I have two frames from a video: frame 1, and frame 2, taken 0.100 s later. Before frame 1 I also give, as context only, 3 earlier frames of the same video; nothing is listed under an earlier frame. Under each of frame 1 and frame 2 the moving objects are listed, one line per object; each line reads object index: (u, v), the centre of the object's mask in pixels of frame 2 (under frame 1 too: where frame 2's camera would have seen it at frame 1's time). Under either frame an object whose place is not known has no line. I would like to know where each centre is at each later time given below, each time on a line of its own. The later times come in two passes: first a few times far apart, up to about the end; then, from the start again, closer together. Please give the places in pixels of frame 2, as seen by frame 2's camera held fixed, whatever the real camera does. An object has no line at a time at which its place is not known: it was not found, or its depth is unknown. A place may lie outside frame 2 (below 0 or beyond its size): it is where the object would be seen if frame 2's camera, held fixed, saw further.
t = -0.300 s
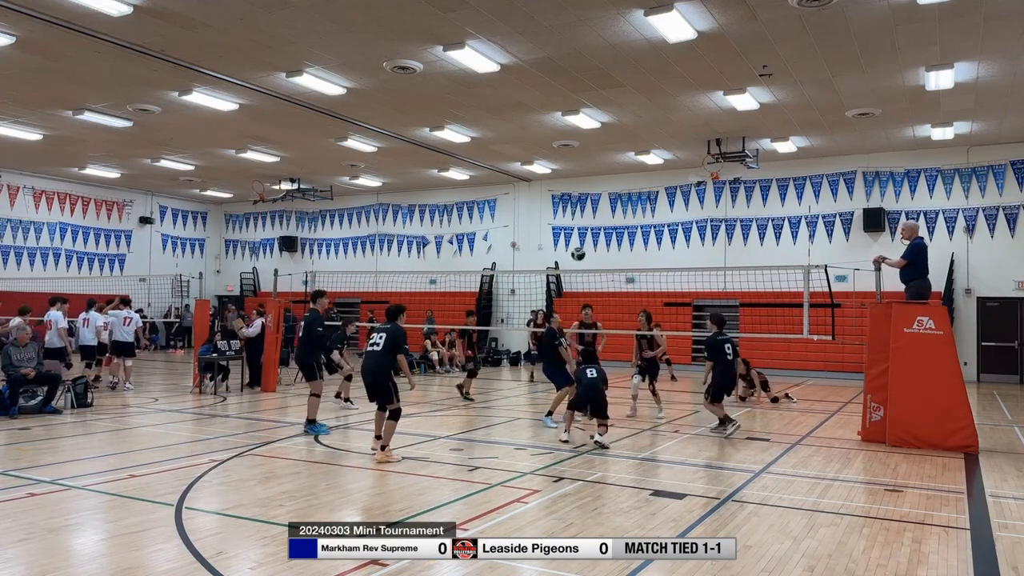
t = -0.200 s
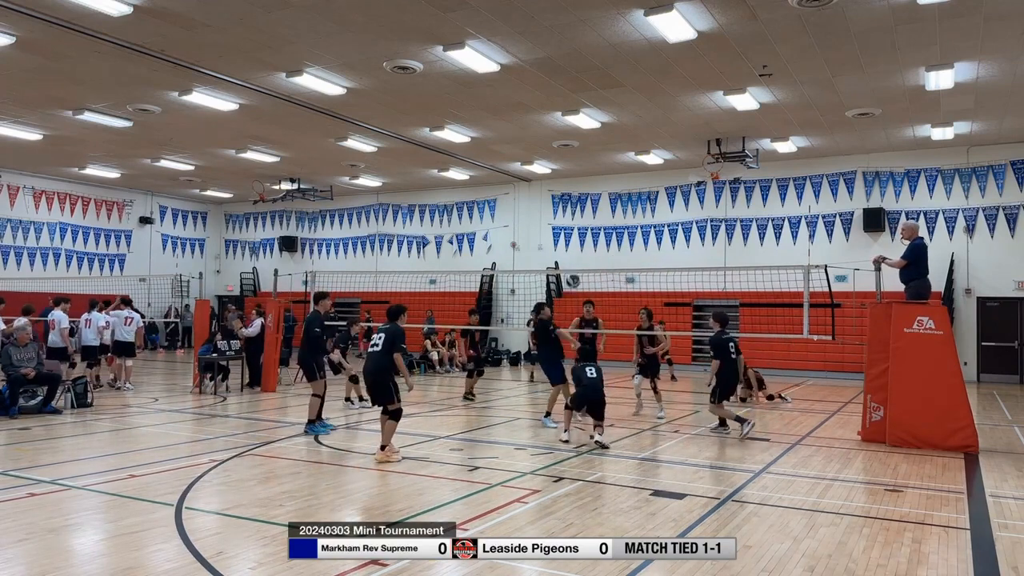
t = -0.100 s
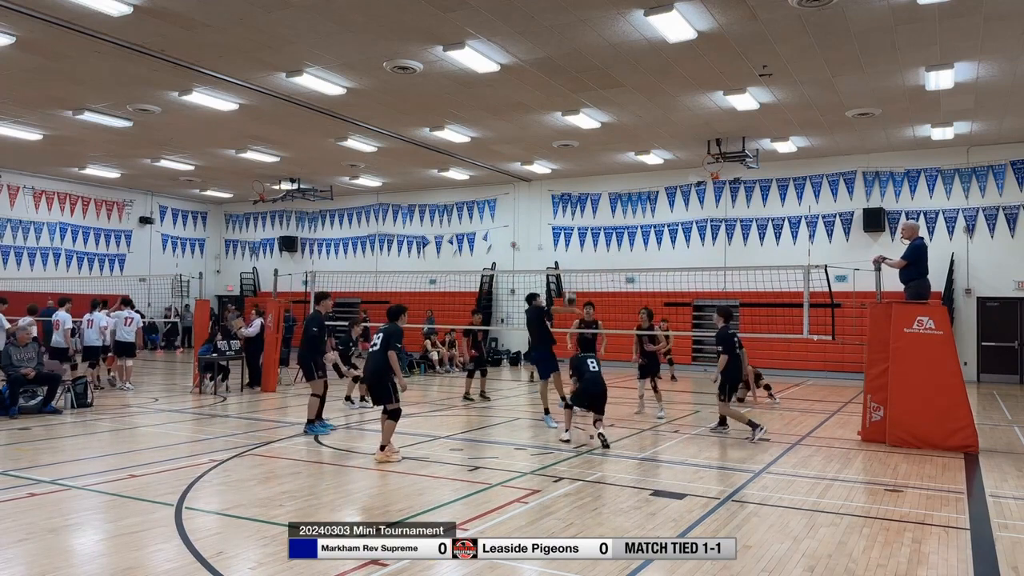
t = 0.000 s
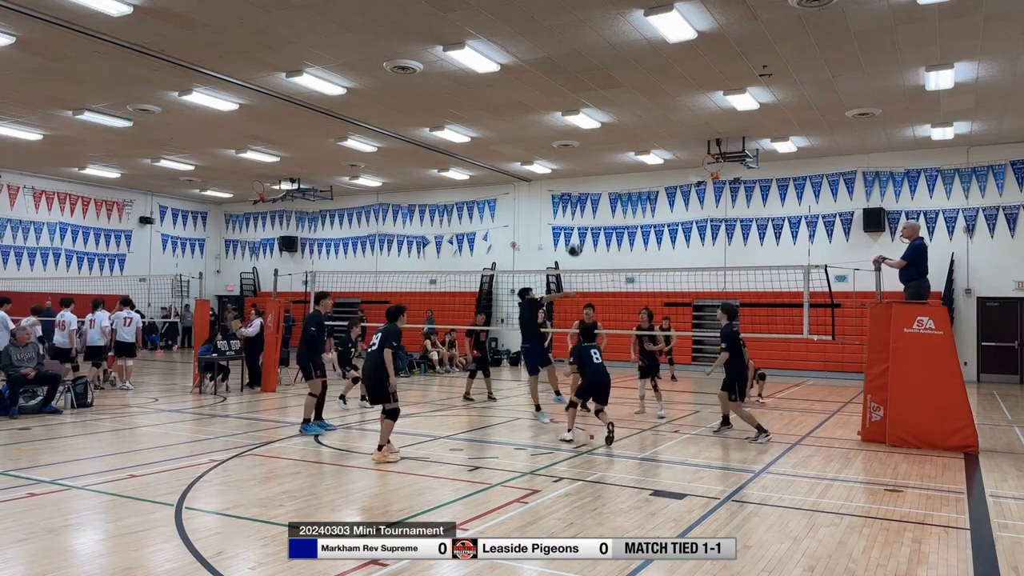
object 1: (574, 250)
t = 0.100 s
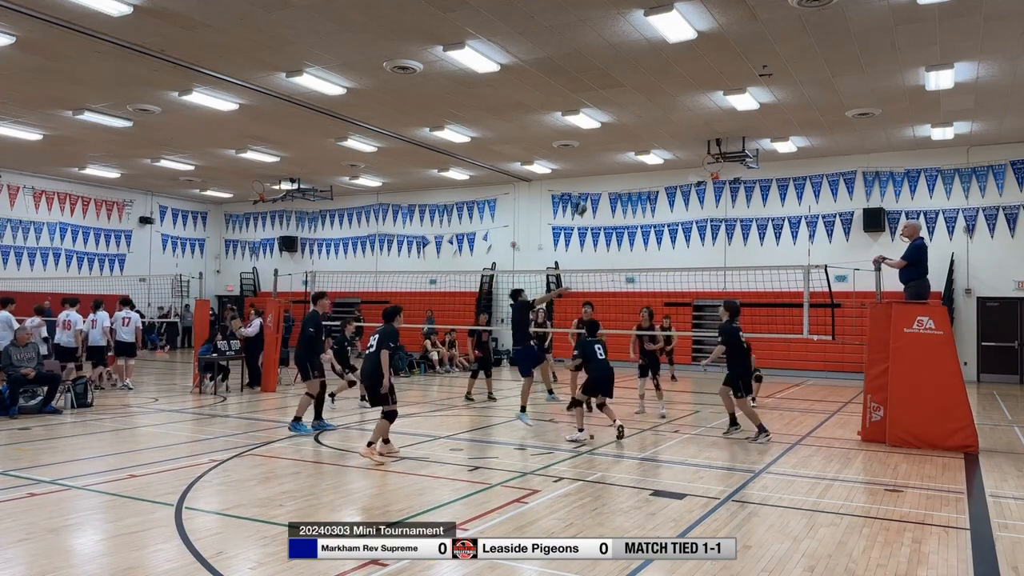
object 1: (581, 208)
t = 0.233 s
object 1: (586, 162)
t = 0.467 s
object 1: (597, 111)
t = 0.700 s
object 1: (609, 97)
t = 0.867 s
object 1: (616, 111)
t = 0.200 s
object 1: (584, 172)
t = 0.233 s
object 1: (586, 162)
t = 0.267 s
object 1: (587, 152)
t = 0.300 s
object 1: (589, 144)
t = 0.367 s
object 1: (593, 128)
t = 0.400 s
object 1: (594, 122)
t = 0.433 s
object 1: (596, 116)
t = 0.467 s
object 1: (597, 111)
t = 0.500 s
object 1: (599, 107)
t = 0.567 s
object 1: (602, 100)
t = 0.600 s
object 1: (604, 98)
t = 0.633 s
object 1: (606, 98)
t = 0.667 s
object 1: (607, 97)
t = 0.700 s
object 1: (609, 97)
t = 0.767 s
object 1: (612, 100)
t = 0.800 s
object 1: (613, 103)
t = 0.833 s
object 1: (614, 107)
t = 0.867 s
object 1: (616, 111)
